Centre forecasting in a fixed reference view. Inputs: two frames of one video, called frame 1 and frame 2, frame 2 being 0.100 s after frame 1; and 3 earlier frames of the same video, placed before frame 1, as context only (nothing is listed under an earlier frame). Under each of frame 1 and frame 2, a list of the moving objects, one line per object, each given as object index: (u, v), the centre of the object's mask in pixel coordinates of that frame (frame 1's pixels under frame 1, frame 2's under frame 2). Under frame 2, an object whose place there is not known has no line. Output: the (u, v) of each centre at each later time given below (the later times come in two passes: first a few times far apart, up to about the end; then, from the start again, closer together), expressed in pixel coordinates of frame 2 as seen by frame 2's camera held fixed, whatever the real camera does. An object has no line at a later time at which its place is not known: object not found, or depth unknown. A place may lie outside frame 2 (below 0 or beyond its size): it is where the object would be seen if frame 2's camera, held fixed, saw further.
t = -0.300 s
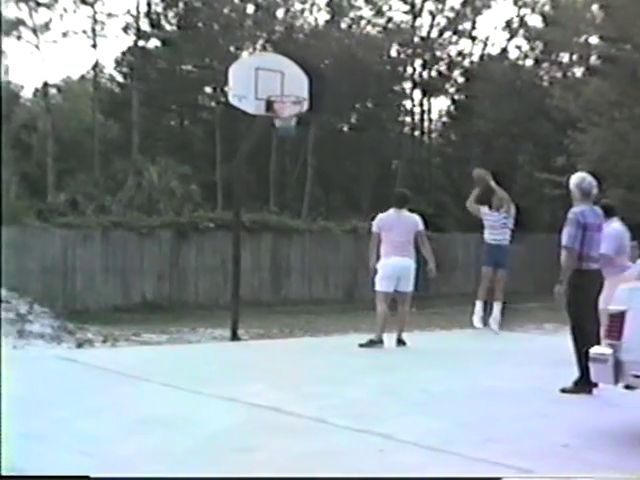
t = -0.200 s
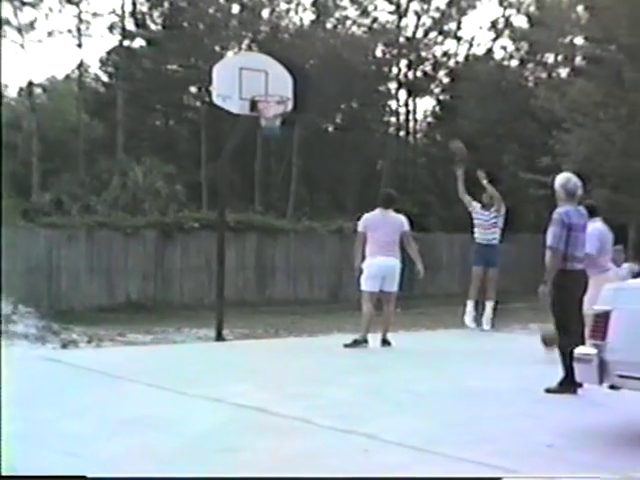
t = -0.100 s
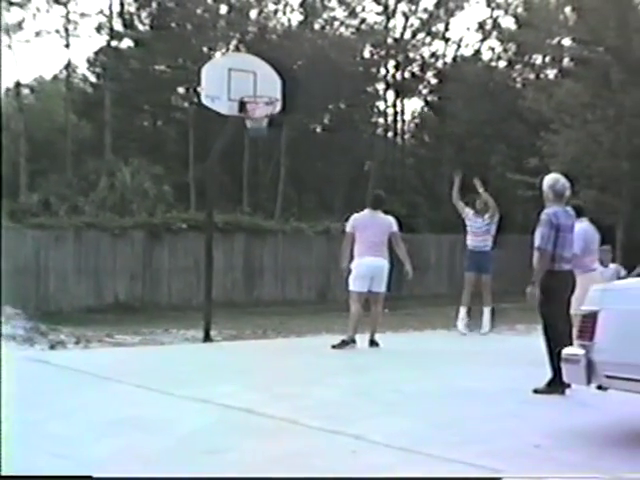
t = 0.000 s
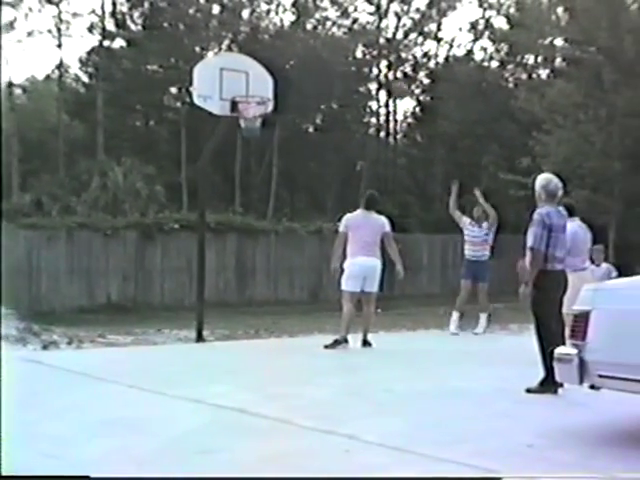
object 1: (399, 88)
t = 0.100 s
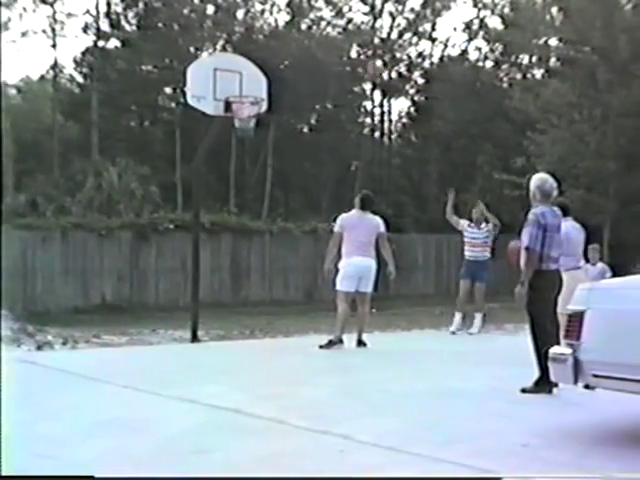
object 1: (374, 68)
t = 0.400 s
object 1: (313, 49)
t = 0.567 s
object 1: (278, 67)
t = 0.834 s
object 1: (231, 118)
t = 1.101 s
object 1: (239, 165)
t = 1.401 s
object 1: (245, 290)
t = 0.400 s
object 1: (313, 49)
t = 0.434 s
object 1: (307, 50)
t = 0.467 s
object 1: (299, 53)
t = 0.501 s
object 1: (292, 55)
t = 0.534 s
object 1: (285, 62)
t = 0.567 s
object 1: (278, 67)
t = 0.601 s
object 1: (271, 72)
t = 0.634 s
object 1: (262, 80)
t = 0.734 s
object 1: (237, 107)
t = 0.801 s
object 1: (231, 117)
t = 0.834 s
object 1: (231, 118)
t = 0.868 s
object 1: (231, 120)
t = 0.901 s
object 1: (234, 125)
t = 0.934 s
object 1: (235, 129)
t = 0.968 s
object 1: (236, 134)
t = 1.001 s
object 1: (236, 140)
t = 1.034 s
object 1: (238, 148)
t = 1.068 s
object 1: (239, 156)
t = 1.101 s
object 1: (239, 165)
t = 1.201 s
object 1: (242, 198)
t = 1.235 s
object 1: (242, 211)
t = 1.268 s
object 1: (243, 225)
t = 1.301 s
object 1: (244, 238)
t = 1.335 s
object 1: (245, 256)
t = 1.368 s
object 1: (244, 275)
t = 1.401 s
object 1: (245, 290)
